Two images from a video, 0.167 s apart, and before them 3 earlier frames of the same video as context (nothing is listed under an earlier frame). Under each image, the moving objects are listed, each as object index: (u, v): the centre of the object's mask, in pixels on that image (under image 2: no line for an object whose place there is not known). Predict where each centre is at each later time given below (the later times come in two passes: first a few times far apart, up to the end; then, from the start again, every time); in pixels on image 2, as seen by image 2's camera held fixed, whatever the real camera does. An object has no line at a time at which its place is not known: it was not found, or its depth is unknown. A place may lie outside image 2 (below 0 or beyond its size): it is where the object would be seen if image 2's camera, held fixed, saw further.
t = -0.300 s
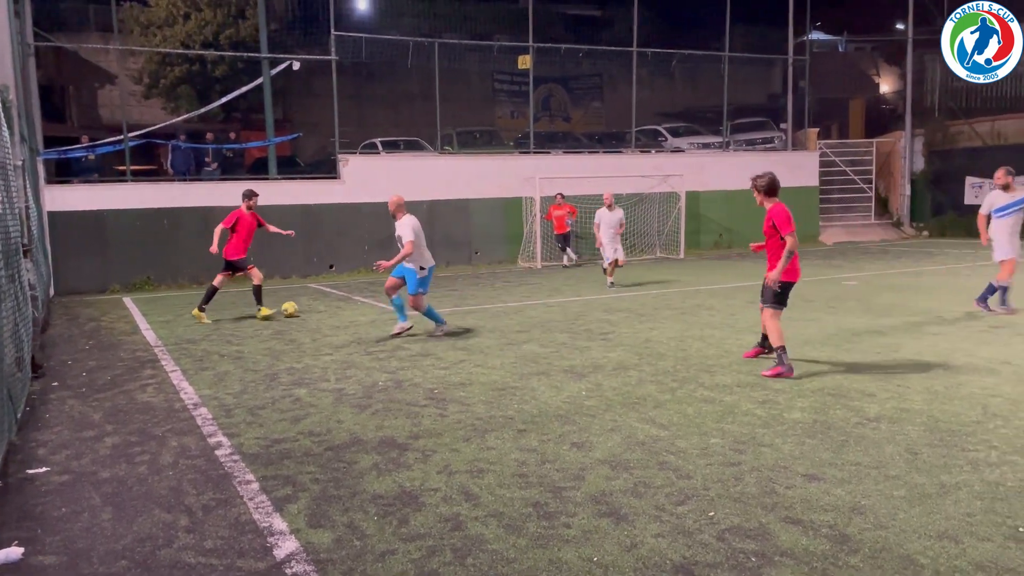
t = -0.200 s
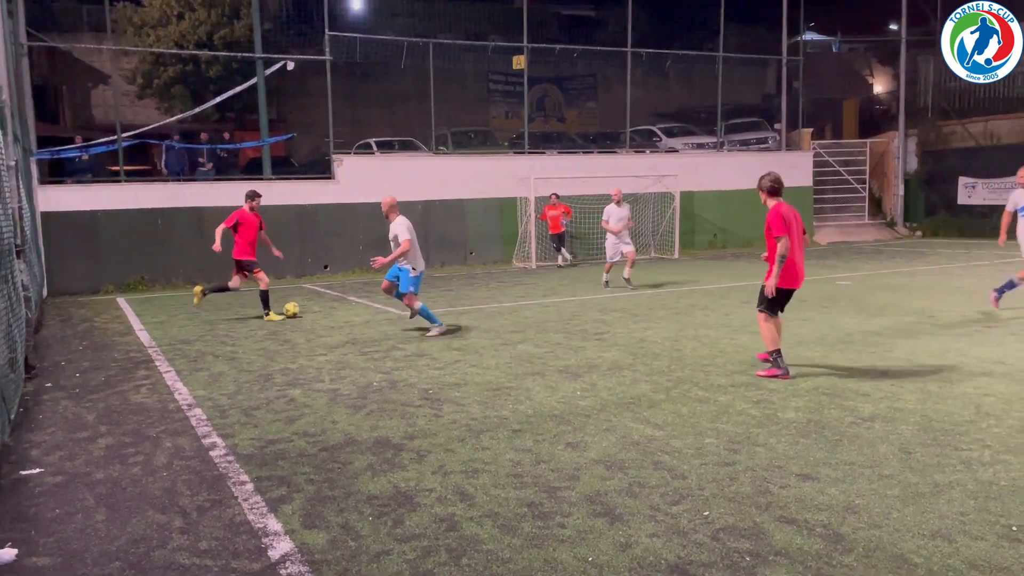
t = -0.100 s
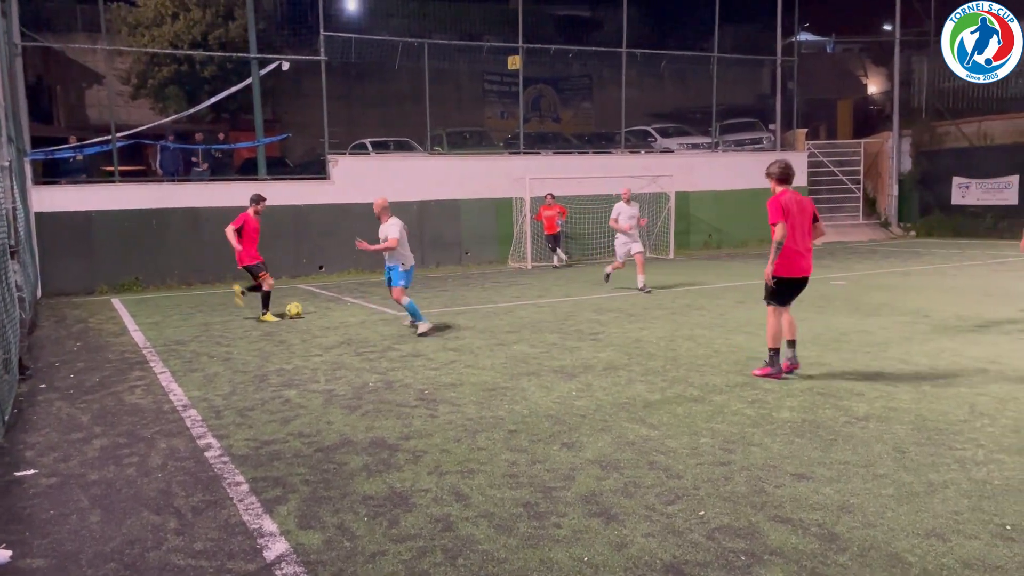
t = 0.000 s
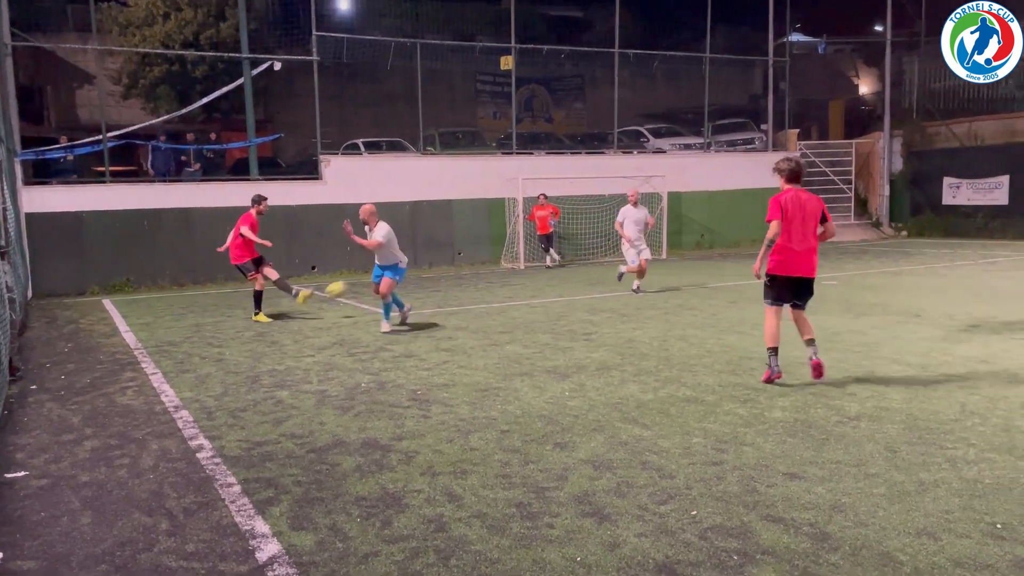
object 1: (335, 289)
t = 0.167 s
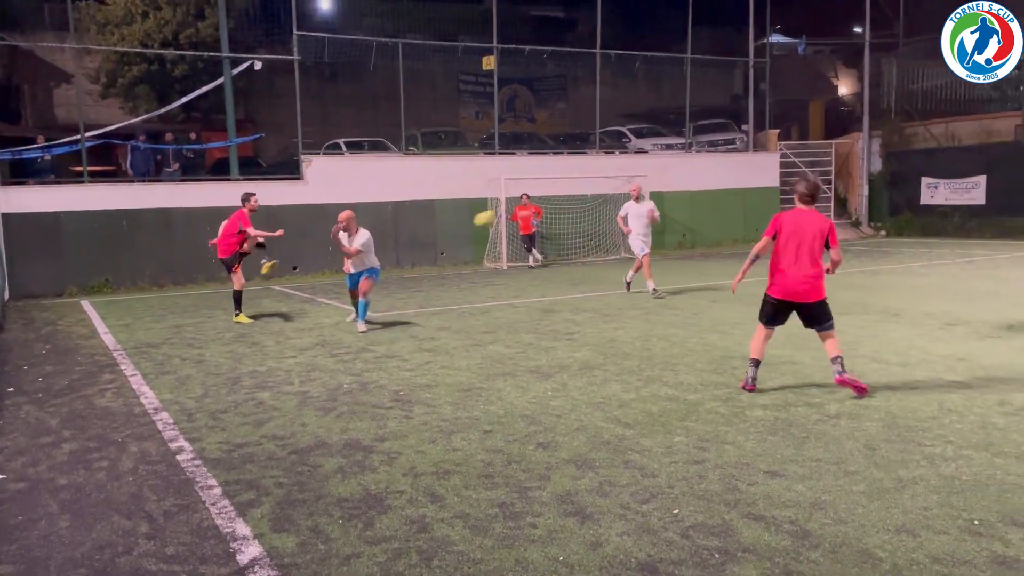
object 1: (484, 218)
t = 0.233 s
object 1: (553, 194)
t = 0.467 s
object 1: (810, 120)
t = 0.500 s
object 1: (847, 112)
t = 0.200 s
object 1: (518, 205)
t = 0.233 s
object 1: (553, 194)
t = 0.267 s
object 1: (588, 182)
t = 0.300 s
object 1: (624, 171)
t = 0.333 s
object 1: (660, 160)
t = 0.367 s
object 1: (698, 148)
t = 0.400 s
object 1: (734, 138)
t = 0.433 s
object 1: (773, 129)
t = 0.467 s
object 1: (810, 120)
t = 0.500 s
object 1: (847, 112)
